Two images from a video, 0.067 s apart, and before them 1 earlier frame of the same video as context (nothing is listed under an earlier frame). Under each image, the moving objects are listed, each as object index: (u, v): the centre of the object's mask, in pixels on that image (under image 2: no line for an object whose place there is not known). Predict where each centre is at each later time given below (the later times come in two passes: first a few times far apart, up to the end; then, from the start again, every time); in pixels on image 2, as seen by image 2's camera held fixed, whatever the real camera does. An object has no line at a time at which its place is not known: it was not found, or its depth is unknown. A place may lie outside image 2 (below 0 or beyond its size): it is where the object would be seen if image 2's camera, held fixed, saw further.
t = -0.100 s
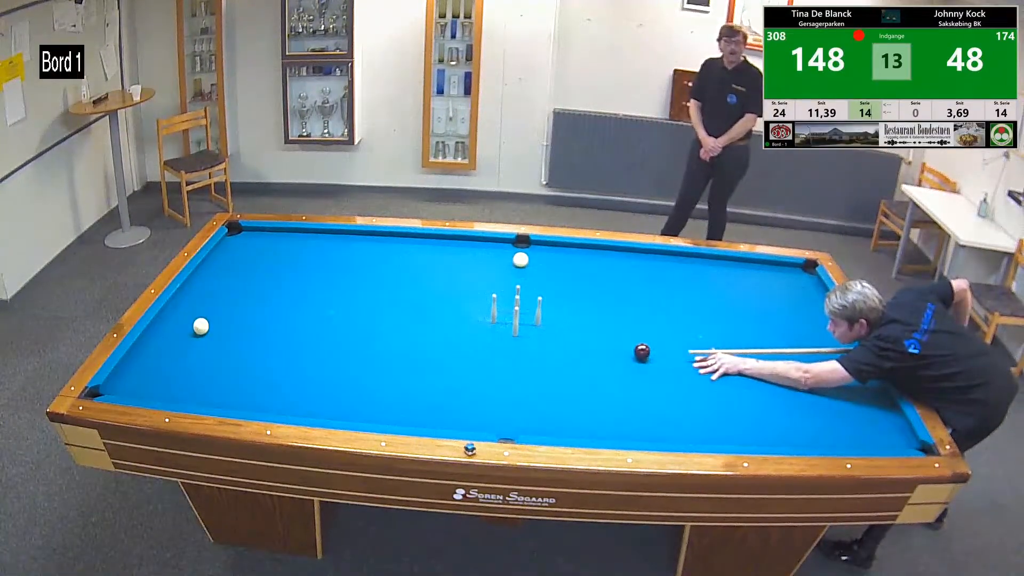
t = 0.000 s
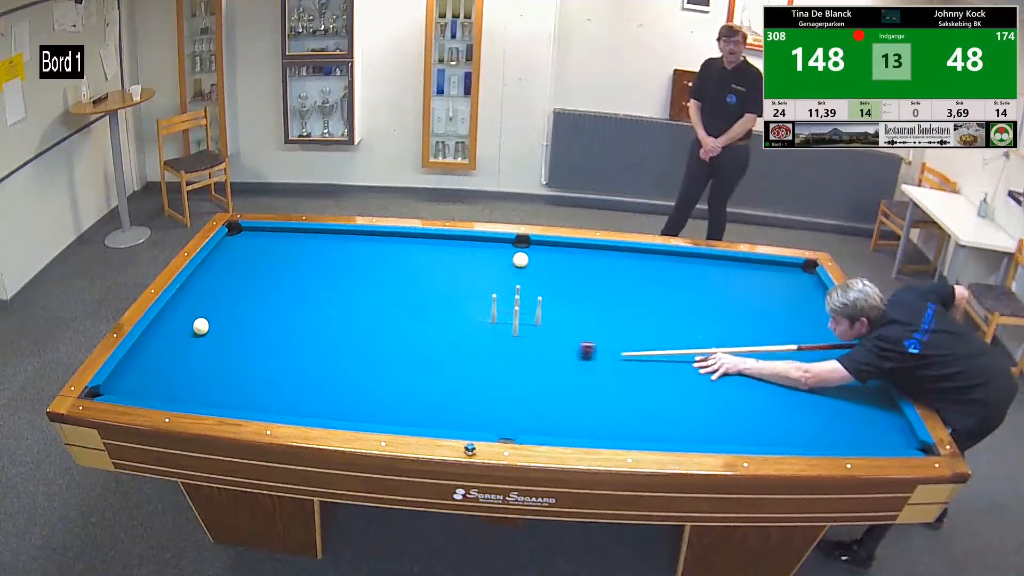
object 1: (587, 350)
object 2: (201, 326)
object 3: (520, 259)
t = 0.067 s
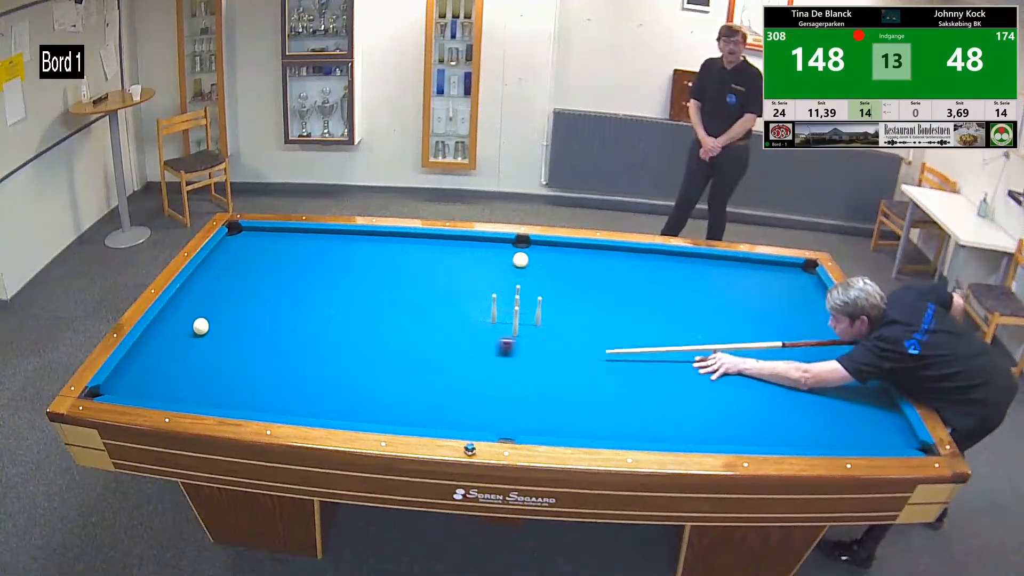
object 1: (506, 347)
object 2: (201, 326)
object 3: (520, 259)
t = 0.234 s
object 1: (323, 337)
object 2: (201, 326)
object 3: (520, 259)
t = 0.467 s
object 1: (187, 347)
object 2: (181, 312)
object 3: (520, 259)
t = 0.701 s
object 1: (126, 375)
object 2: (292, 305)
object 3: (520, 259)
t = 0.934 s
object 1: (135, 385)
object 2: (387, 300)
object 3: (520, 259)
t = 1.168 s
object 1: (180, 369)
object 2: (481, 295)
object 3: (520, 259)
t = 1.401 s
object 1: (223, 353)
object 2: (571, 291)
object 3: (520, 259)
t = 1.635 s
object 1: (266, 339)
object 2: (653, 288)
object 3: (520, 259)
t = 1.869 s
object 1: (307, 325)
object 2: (729, 285)
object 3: (520, 259)
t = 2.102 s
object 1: (345, 312)
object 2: (795, 283)
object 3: (520, 259)
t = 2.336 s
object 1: (382, 300)
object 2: (791, 279)
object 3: (520, 259)
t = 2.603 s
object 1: (422, 287)
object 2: (746, 274)
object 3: (520, 259)
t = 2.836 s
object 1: (454, 276)
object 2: (705, 270)
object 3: (520, 259)
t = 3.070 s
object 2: (664, 266)
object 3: (520, 259)
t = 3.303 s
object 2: (623, 262)
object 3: (525, 259)
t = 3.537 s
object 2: (581, 258)
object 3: (541, 260)
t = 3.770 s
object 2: (543, 252)
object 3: (554, 264)
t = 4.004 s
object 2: (510, 245)
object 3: (562, 269)
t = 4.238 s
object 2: (480, 240)
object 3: (570, 274)
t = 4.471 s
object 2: (454, 242)
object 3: (578, 279)
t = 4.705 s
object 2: (429, 243)
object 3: (586, 285)
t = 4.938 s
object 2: (404, 245)
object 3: (594, 290)
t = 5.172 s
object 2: (379, 246)
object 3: (601, 295)
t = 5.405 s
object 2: (355, 248)
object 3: (608, 299)
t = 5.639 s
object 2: (332, 250)
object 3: (614, 304)
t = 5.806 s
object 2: (315, 252)
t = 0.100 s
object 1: (468, 344)
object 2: (201, 326)
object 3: (520, 259)
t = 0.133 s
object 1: (430, 343)
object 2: (201, 326)
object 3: (520, 259)
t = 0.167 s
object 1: (391, 341)
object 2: (201, 326)
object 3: (520, 259)
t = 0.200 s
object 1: (357, 339)
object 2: (201, 326)
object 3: (520, 259)
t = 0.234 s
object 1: (323, 337)
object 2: (201, 326)
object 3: (520, 259)
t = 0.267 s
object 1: (290, 336)
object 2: (201, 326)
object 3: (520, 259)
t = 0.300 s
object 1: (259, 333)
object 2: (201, 326)
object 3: (520, 259)
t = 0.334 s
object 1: (230, 332)
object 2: (201, 326)
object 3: (520, 259)
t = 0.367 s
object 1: (209, 332)
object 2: (194, 324)
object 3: (520, 259)
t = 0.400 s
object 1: (202, 337)
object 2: (176, 318)
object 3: (520, 259)
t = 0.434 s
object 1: (195, 342)
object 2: (164, 314)
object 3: (520, 259)
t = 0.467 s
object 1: (187, 347)
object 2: (181, 312)
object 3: (520, 259)
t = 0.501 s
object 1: (179, 351)
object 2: (197, 311)
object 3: (520, 259)
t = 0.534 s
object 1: (170, 356)
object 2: (214, 310)
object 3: (520, 259)
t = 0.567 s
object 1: (162, 360)
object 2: (231, 309)
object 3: (520, 259)
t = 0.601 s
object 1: (153, 364)
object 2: (247, 308)
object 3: (520, 259)
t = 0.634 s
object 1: (144, 368)
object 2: (262, 307)
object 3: (520, 259)
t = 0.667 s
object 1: (135, 371)
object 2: (278, 307)
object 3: (520, 259)
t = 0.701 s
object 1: (126, 375)
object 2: (292, 305)
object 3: (520, 259)
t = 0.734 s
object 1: (116, 380)
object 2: (306, 305)
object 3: (520, 259)
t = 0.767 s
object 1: (111, 384)
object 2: (320, 304)
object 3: (520, 259)
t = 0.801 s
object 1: (113, 387)
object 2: (333, 303)
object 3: (520, 259)
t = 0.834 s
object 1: (112, 390)
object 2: (346, 302)
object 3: (520, 259)
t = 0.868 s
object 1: (120, 389)
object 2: (360, 302)
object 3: (520, 259)
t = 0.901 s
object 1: (128, 388)
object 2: (374, 301)
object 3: (520, 259)
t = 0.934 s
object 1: (135, 385)
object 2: (387, 300)
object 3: (520, 259)
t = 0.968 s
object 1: (141, 383)
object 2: (401, 299)
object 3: (520, 259)
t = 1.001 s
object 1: (147, 380)
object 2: (414, 298)
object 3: (520, 259)
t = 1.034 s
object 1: (154, 378)
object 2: (427, 298)
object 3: (520, 259)
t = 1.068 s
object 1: (160, 375)
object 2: (441, 297)
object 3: (520, 259)
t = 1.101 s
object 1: (167, 373)
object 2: (454, 297)
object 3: (520, 259)
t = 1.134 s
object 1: (173, 371)
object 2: (467, 296)
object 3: (520, 259)
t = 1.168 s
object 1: (180, 369)
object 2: (481, 295)
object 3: (520, 259)
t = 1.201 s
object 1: (186, 367)
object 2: (494, 294)
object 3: (520, 259)
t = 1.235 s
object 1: (192, 364)
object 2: (506, 294)
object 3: (520, 259)
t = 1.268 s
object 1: (198, 362)
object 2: (520, 293)
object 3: (520, 259)
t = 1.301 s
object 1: (204, 360)
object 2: (533, 292)
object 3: (520, 259)
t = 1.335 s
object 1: (211, 358)
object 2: (546, 292)
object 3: (520, 259)
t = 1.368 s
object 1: (217, 355)
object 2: (558, 292)
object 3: (520, 259)
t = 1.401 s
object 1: (223, 353)
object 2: (571, 291)
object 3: (520, 259)
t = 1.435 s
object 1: (230, 351)
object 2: (583, 290)
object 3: (520, 259)
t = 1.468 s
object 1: (236, 349)
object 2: (595, 290)
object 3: (520, 259)
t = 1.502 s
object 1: (242, 347)
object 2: (607, 289)
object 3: (520, 259)
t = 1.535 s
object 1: (248, 345)
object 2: (619, 289)
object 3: (520, 259)
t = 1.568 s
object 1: (254, 343)
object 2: (631, 288)
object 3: (520, 259)
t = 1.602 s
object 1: (260, 341)
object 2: (642, 288)
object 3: (520, 259)
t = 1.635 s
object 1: (266, 339)
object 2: (653, 288)
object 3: (520, 259)
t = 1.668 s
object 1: (272, 337)
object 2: (665, 287)
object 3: (520, 259)
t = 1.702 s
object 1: (278, 335)
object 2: (676, 287)
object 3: (520, 259)
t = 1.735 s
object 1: (284, 333)
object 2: (686, 286)
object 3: (520, 259)
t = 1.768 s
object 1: (290, 331)
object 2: (698, 286)
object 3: (520, 259)
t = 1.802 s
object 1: (295, 329)
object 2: (708, 286)
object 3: (520, 259)
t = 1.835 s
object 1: (301, 327)
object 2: (719, 285)
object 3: (520, 259)
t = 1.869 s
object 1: (307, 325)
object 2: (729, 285)
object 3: (520, 259)
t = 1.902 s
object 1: (313, 323)
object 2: (738, 285)
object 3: (520, 259)
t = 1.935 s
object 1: (318, 321)
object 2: (748, 284)
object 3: (520, 259)
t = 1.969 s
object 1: (324, 319)
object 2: (758, 284)
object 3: (520, 259)
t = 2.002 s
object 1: (329, 317)
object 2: (767, 284)
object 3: (520, 259)
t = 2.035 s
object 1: (335, 316)
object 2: (776, 284)
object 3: (520, 259)
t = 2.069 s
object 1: (340, 314)
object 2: (786, 283)
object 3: (520, 259)
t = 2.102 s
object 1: (345, 312)
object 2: (795, 283)
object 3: (520, 259)
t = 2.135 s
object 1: (351, 310)
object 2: (803, 283)
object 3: (520, 259)
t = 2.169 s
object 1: (357, 308)
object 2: (812, 282)
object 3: (520, 259)
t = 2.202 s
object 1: (362, 307)
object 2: (819, 282)
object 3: (520, 259)
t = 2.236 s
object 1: (367, 305)
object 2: (811, 281)
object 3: (520, 259)
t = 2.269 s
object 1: (372, 303)
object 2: (804, 280)
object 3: (520, 259)
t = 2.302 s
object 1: (377, 301)
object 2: (797, 280)
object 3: (520, 259)
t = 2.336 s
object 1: (382, 300)
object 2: (791, 279)
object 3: (520, 259)
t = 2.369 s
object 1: (388, 298)
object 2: (785, 278)
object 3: (520, 259)
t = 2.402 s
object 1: (392, 296)
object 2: (780, 278)
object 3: (520, 259)
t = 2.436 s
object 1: (398, 295)
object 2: (774, 277)
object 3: (520, 259)
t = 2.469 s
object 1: (402, 293)
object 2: (768, 277)
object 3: (520, 259)
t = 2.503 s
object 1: (407, 292)
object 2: (763, 276)
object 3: (520, 259)
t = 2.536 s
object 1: (412, 290)
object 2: (757, 275)
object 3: (520, 259)
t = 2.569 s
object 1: (417, 288)
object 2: (751, 274)
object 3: (520, 259)
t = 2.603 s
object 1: (422, 287)
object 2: (746, 274)
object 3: (520, 259)
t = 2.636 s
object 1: (426, 285)
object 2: (740, 273)
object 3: (520, 259)
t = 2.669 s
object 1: (431, 284)
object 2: (734, 273)
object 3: (520, 259)
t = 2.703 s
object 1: (436, 282)
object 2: (728, 272)
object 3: (520, 259)
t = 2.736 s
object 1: (440, 281)
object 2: (723, 271)
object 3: (520, 259)
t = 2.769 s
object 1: (445, 279)
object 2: (717, 271)
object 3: (520, 259)
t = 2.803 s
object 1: (450, 278)
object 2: (711, 270)
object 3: (520, 259)
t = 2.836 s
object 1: (454, 276)
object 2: (705, 270)
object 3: (520, 259)
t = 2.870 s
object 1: (458, 275)
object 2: (699, 269)
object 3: (520, 259)
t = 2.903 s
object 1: (463, 273)
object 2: (693, 269)
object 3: (520, 259)
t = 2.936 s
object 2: (688, 268)
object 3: (520, 259)
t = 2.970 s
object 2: (681, 267)
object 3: (520, 259)
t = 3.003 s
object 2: (676, 267)
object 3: (520, 259)
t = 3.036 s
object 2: (670, 266)
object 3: (520, 259)
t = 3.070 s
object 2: (664, 266)
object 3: (520, 259)
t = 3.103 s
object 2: (658, 265)
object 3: (520, 259)
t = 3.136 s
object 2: (652, 264)
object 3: (520, 259)
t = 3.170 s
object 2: (646, 264)
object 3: (520, 259)
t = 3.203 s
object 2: (640, 263)
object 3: (520, 259)
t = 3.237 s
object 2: (634, 263)
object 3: (520, 259)
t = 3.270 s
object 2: (628, 262)
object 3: (522, 259)
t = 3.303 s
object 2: (623, 262)
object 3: (525, 259)
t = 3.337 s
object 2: (617, 261)
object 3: (527, 259)
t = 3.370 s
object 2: (611, 260)
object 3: (530, 260)
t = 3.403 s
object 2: (605, 260)
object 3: (532, 260)
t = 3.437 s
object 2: (599, 260)
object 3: (534, 260)
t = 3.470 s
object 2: (593, 259)
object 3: (537, 260)
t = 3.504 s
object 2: (587, 258)
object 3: (539, 260)
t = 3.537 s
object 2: (581, 258)
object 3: (541, 260)
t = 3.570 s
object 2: (575, 258)
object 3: (543, 260)
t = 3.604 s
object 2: (570, 257)
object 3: (545, 261)
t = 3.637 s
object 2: (564, 256)
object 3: (548, 261)
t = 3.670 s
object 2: (559, 255)
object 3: (549, 261)
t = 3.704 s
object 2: (553, 253)
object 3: (551, 263)
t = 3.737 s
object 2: (547, 253)
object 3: (553, 263)
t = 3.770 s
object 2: (543, 252)
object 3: (554, 264)
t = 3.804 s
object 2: (538, 251)
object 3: (555, 264)
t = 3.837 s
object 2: (533, 250)
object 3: (556, 265)
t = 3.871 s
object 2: (529, 249)
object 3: (557, 265)
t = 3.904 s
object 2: (524, 248)
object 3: (559, 266)
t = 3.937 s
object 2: (519, 247)
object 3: (560, 267)
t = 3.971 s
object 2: (515, 246)
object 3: (561, 268)
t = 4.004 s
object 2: (510, 245)
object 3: (562, 269)
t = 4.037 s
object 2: (506, 243)
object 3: (563, 269)
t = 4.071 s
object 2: (501, 243)
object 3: (565, 270)
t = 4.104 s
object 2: (496, 241)
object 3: (566, 271)
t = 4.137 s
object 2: (492, 240)
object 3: (567, 272)
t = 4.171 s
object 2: (488, 240)
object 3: (568, 273)
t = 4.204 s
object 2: (484, 240)
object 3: (569, 273)
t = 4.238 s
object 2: (480, 240)
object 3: (570, 274)
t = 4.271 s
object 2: (477, 241)
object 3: (572, 275)
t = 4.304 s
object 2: (473, 241)
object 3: (573, 276)
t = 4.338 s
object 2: (469, 241)
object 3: (574, 277)
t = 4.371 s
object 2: (466, 241)
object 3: (575, 277)
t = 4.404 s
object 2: (462, 242)
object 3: (576, 278)
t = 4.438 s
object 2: (458, 242)
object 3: (577, 279)
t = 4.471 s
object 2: (454, 242)
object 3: (578, 279)
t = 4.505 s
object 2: (451, 242)
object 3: (580, 280)
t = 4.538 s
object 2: (447, 243)
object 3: (581, 281)
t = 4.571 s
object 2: (443, 242)
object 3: (582, 282)
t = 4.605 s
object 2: (440, 243)
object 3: (583, 282)
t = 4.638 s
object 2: (436, 243)
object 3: (584, 283)
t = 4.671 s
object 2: (433, 243)
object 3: (585, 284)
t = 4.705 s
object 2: (429, 243)
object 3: (586, 285)
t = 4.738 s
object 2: (425, 243)
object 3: (587, 285)
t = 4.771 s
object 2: (422, 244)
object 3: (588, 286)
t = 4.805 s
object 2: (418, 244)
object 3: (590, 287)
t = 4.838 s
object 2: (414, 244)
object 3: (591, 287)
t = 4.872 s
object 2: (411, 244)
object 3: (592, 288)
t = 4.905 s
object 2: (407, 244)
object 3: (593, 289)
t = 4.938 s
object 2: (404, 245)
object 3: (594, 290)
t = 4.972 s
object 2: (400, 245)
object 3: (595, 290)
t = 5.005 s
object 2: (397, 245)
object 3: (596, 291)
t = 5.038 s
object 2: (393, 246)
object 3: (597, 292)
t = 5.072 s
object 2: (390, 246)
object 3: (598, 292)
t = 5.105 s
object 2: (386, 246)
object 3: (599, 293)
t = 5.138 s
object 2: (383, 246)
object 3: (600, 294)
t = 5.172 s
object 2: (379, 246)
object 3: (601, 295)
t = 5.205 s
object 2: (376, 247)
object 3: (602, 295)
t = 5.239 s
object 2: (372, 247)
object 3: (603, 296)
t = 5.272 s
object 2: (369, 247)
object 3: (604, 297)
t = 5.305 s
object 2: (365, 247)
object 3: (605, 297)
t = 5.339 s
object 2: (362, 248)
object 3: (606, 298)
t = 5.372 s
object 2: (359, 248)
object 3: (607, 299)
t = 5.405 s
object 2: (355, 248)
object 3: (608, 299)
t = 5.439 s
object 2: (352, 248)
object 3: (608, 300)
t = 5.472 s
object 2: (349, 249)
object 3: (609, 300)
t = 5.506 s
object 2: (345, 249)
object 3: (610, 301)
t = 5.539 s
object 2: (342, 249)
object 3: (611, 302)
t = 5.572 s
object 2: (339, 249)
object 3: (612, 302)
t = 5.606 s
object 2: (335, 250)
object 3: (613, 303)
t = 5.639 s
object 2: (332, 250)
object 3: (614, 304)
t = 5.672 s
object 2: (329, 250)
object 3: (611, 304)
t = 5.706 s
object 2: (325, 251)
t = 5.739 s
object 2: (322, 251)
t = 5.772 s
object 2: (319, 251)
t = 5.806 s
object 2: (315, 252)
